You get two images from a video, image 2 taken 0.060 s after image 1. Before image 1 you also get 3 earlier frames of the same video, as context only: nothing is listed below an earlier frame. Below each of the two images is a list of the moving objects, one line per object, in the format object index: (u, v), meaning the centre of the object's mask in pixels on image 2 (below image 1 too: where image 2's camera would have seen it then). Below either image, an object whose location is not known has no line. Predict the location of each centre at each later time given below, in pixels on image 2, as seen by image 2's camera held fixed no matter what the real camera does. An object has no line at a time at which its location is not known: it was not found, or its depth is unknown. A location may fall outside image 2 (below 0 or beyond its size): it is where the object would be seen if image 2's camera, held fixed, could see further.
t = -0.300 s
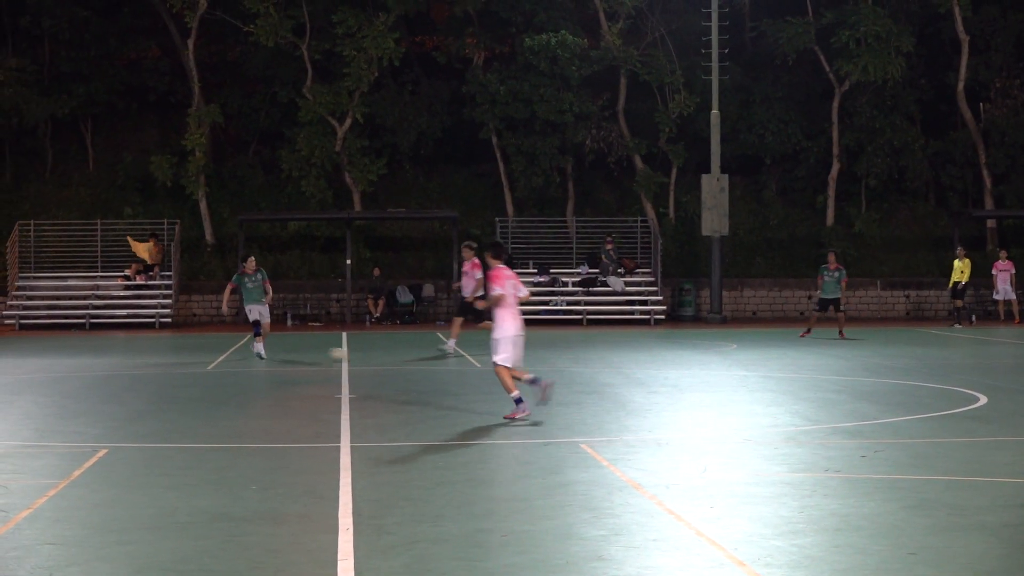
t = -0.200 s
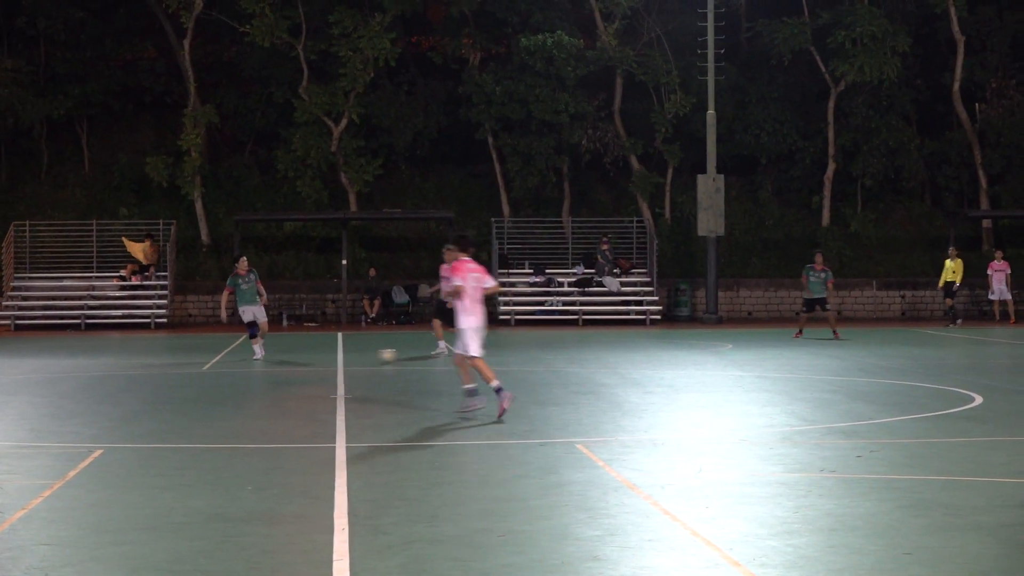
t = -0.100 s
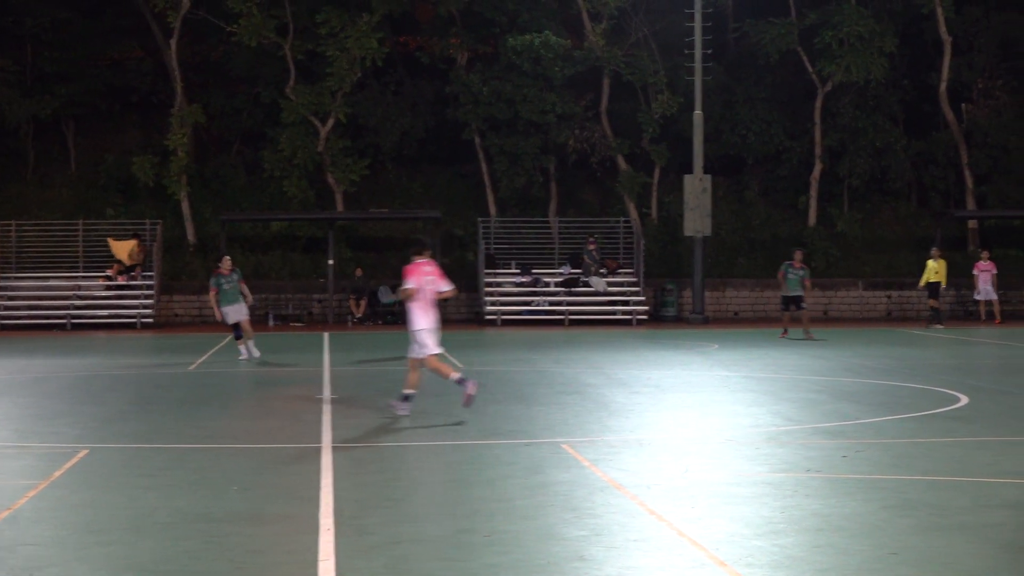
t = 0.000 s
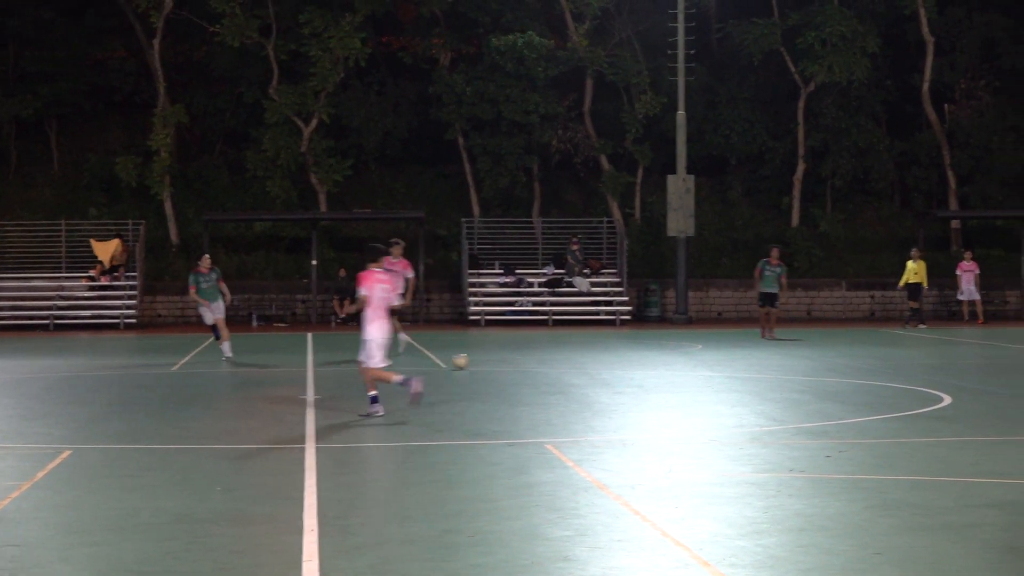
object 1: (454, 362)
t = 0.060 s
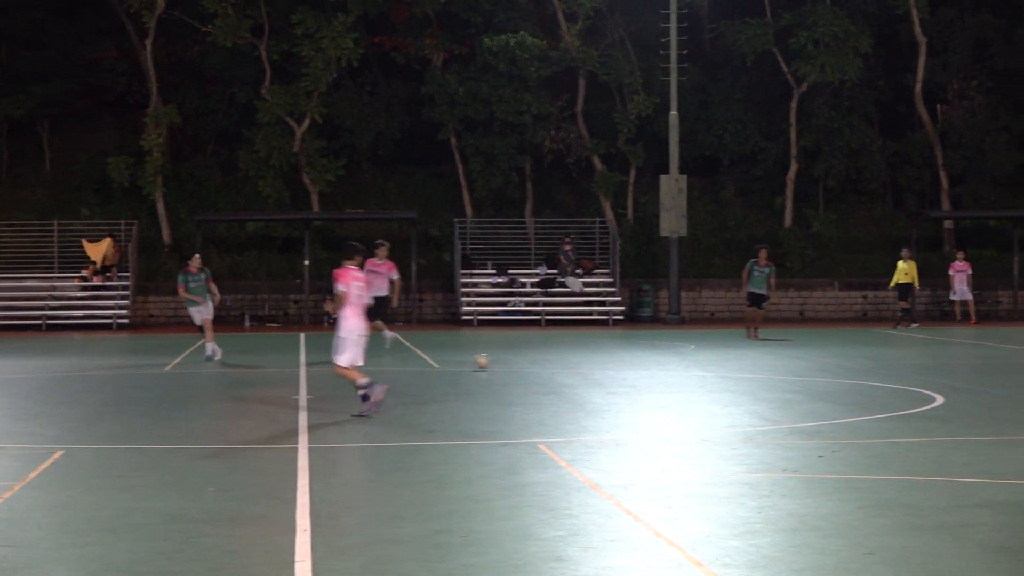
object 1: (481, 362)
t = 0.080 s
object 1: (490, 362)
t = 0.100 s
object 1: (499, 363)
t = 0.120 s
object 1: (509, 365)
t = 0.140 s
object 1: (517, 364)
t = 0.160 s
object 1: (526, 363)
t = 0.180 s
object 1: (535, 364)
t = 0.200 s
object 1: (542, 364)
